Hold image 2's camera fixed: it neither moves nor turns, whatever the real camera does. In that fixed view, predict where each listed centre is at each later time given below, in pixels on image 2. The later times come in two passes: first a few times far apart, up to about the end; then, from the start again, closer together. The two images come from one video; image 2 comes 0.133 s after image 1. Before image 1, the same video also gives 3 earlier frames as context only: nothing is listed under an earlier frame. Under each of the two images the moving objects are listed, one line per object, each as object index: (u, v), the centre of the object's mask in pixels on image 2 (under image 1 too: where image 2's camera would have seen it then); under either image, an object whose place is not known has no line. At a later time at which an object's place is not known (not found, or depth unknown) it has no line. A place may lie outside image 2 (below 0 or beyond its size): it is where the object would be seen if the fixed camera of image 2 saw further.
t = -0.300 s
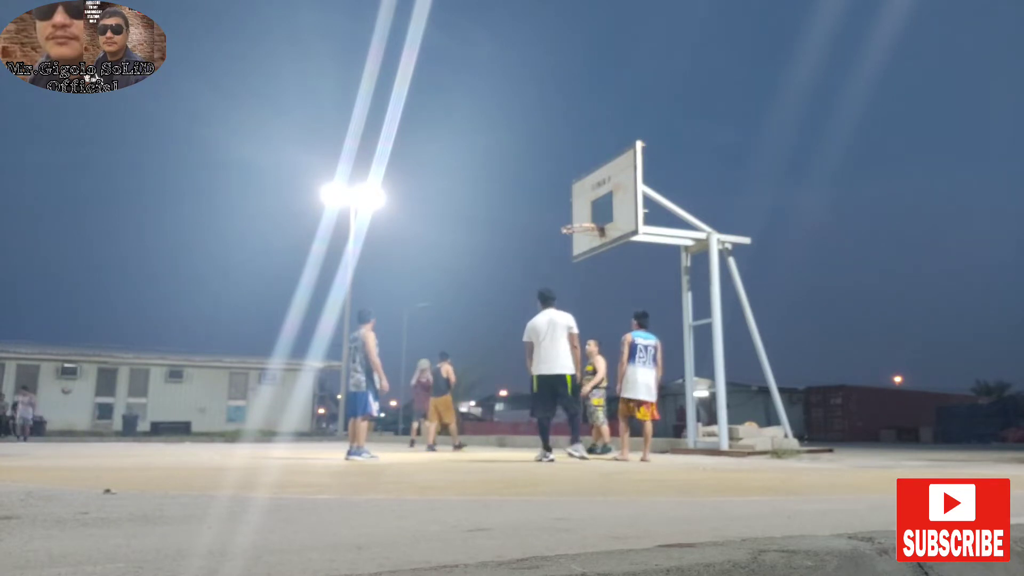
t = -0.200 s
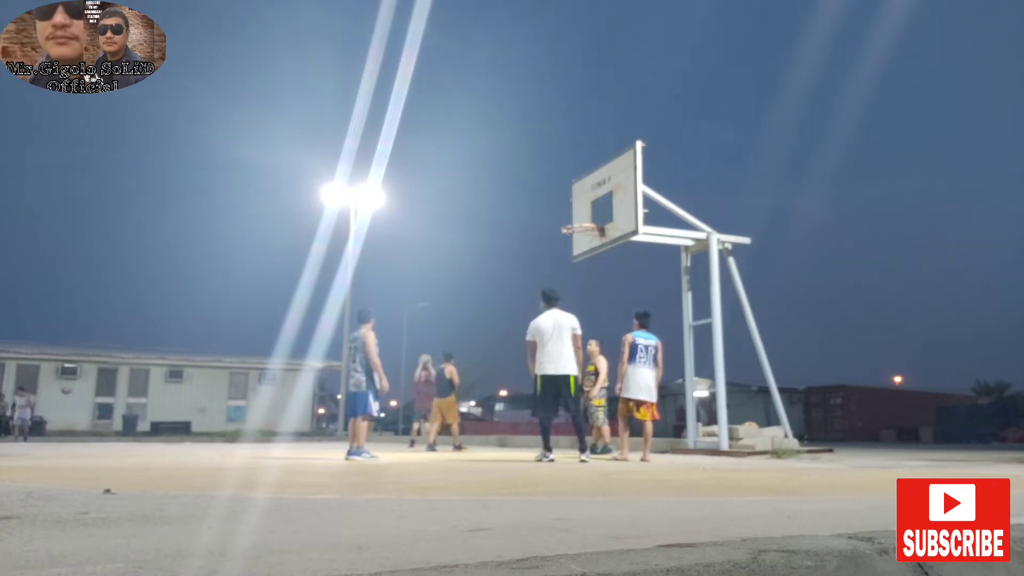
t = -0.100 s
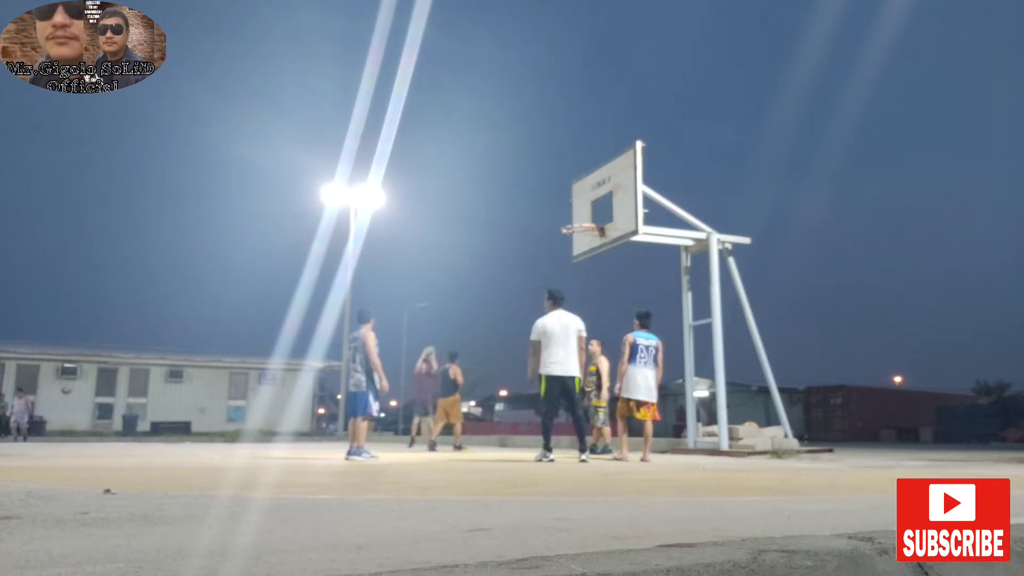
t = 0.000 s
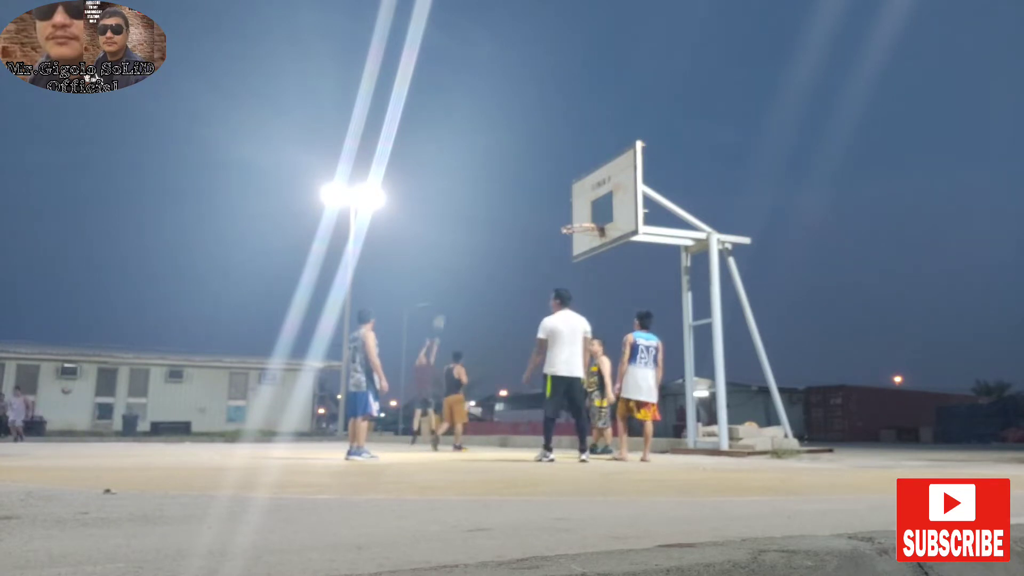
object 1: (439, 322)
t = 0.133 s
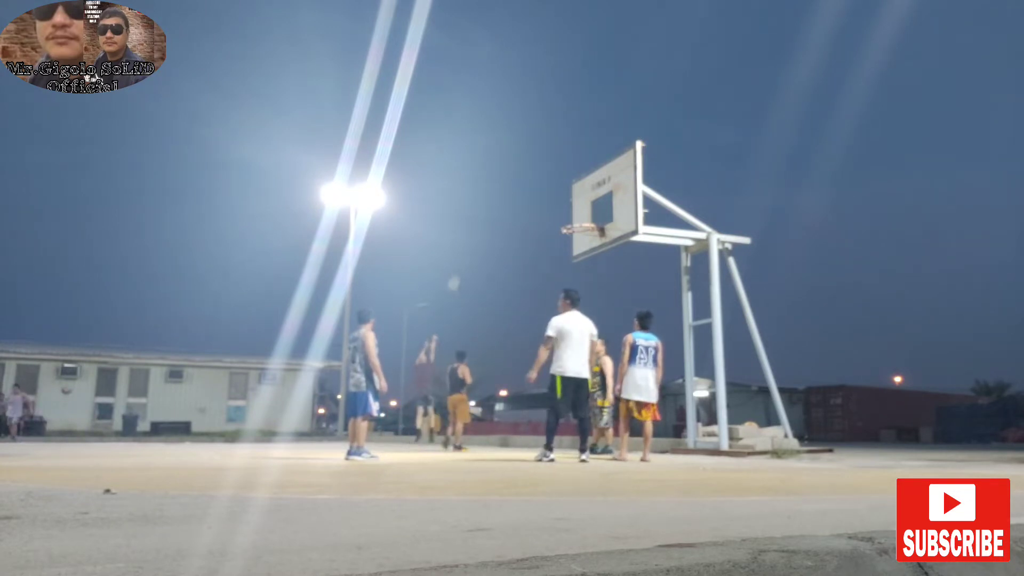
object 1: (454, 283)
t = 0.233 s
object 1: (463, 257)
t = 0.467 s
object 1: (492, 211)
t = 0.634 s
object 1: (515, 192)
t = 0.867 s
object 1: (553, 192)
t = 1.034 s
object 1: (583, 218)
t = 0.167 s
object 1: (457, 274)
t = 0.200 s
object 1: (460, 266)
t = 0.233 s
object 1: (463, 257)
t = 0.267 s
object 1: (468, 248)
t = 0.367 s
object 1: (479, 228)
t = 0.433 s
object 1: (487, 216)
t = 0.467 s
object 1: (492, 211)
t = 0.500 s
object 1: (496, 206)
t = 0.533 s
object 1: (501, 202)
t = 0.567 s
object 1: (505, 198)
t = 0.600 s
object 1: (510, 195)
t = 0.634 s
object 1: (515, 192)
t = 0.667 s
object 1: (520, 191)
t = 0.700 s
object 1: (525, 189)
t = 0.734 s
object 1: (530, 189)
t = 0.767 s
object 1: (536, 189)
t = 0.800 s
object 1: (541, 189)
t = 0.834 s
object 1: (547, 190)
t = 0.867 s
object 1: (553, 192)
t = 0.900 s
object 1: (559, 195)
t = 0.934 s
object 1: (564, 198)
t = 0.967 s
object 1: (570, 202)
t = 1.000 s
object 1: (575, 208)
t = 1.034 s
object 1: (583, 218)
